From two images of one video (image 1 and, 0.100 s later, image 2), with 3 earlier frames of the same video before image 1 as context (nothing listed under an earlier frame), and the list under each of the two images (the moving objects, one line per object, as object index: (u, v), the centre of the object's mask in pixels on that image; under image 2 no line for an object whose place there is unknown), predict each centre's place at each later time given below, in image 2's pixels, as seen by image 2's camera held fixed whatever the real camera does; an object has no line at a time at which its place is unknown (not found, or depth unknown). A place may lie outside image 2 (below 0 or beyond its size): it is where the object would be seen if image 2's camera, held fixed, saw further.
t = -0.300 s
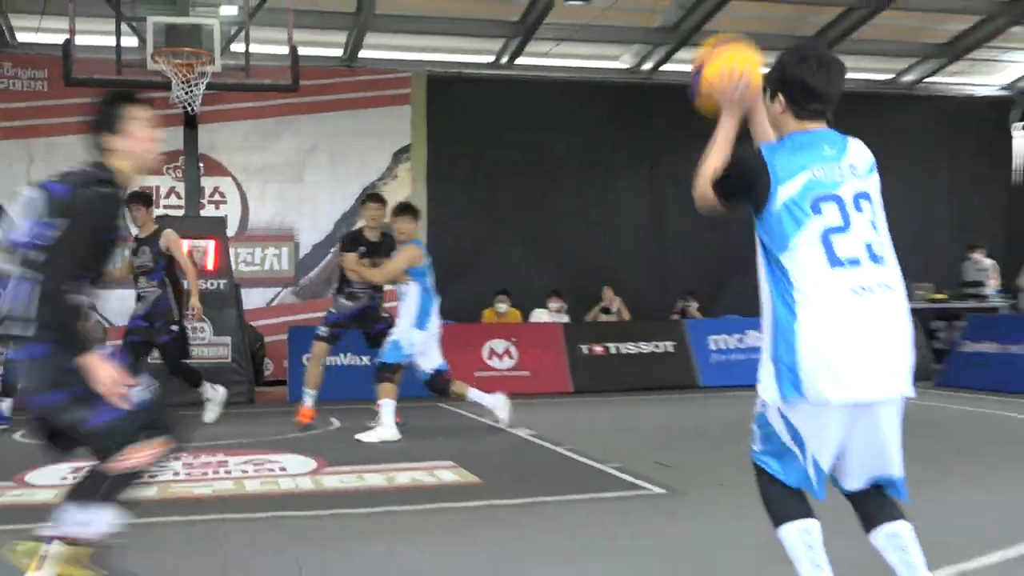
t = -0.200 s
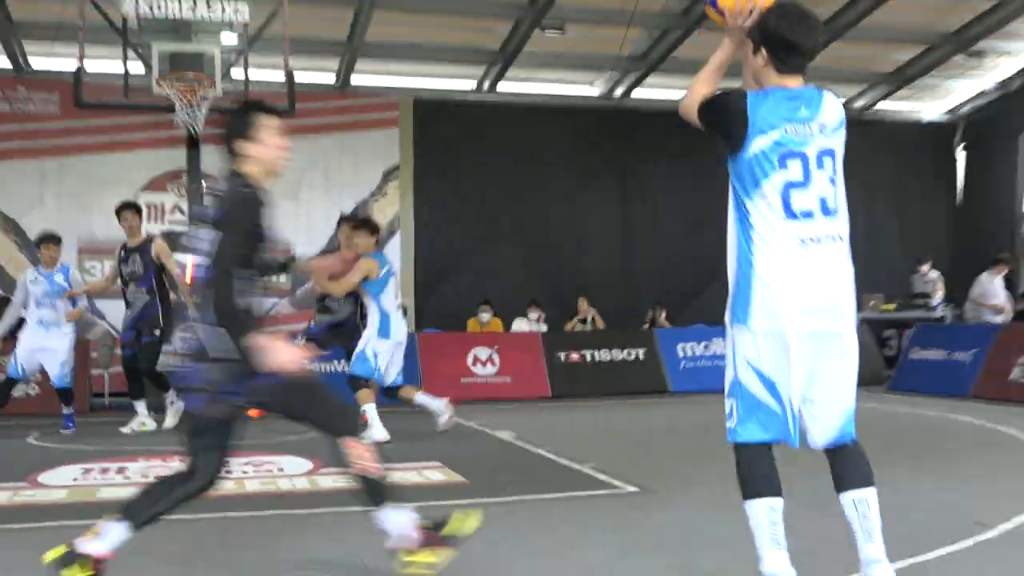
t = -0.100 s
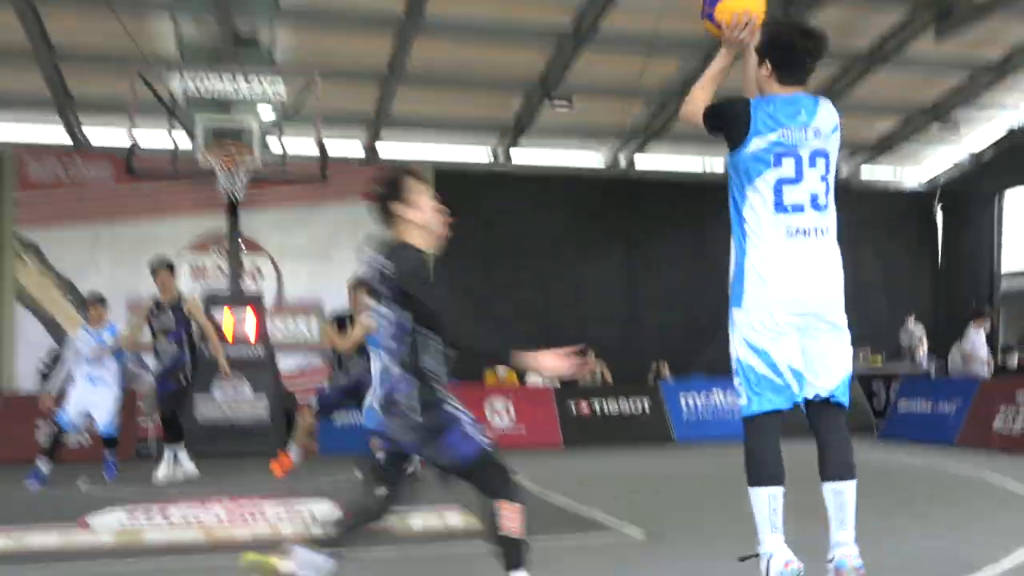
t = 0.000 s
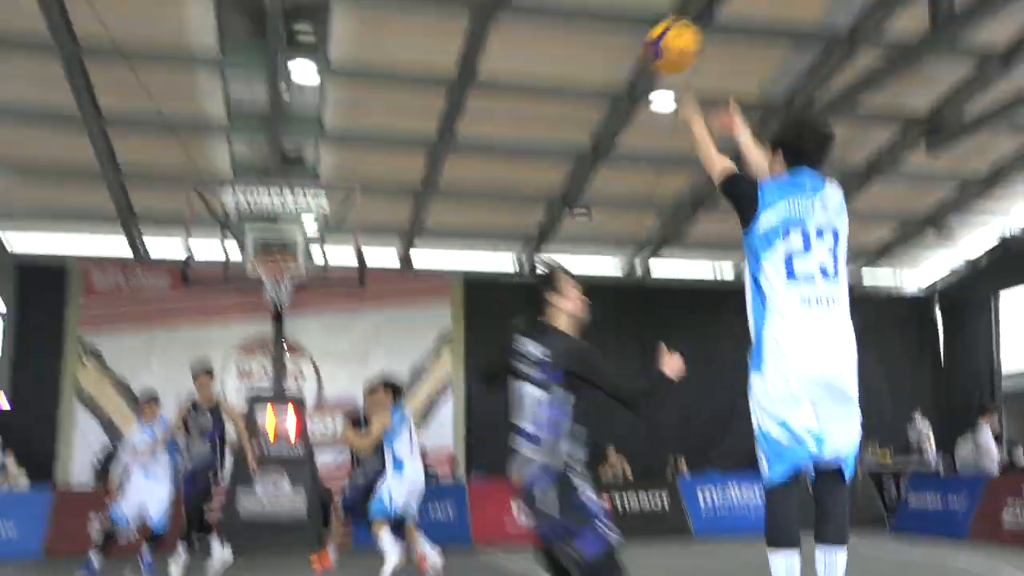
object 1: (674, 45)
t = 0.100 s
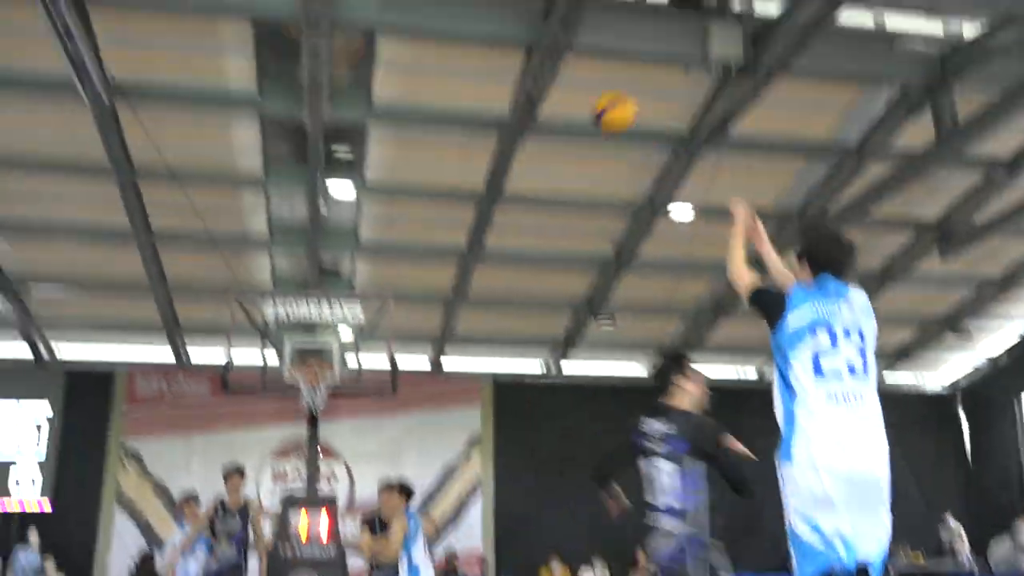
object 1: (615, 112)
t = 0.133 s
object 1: (594, 103)
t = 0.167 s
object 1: (574, 95)
